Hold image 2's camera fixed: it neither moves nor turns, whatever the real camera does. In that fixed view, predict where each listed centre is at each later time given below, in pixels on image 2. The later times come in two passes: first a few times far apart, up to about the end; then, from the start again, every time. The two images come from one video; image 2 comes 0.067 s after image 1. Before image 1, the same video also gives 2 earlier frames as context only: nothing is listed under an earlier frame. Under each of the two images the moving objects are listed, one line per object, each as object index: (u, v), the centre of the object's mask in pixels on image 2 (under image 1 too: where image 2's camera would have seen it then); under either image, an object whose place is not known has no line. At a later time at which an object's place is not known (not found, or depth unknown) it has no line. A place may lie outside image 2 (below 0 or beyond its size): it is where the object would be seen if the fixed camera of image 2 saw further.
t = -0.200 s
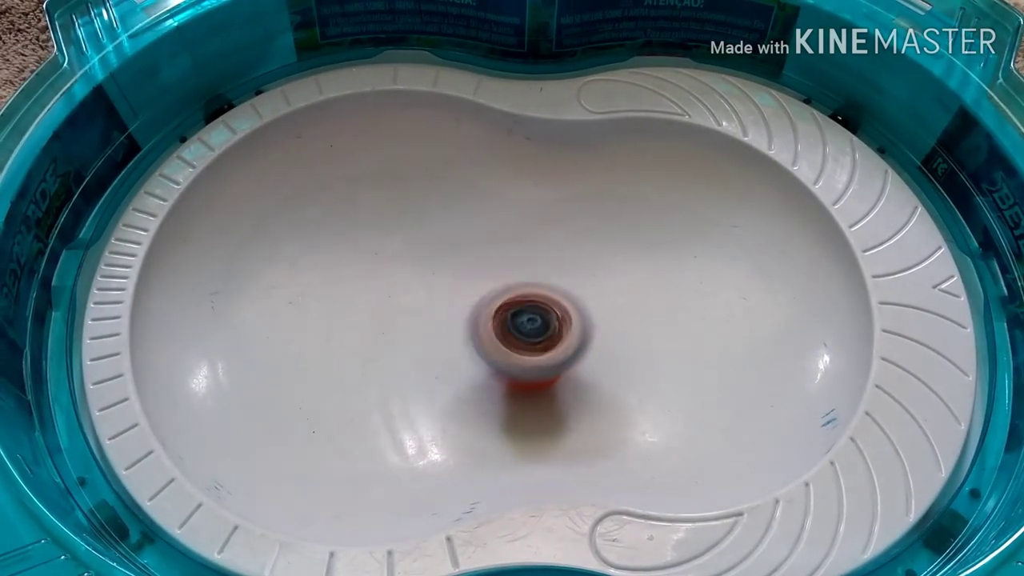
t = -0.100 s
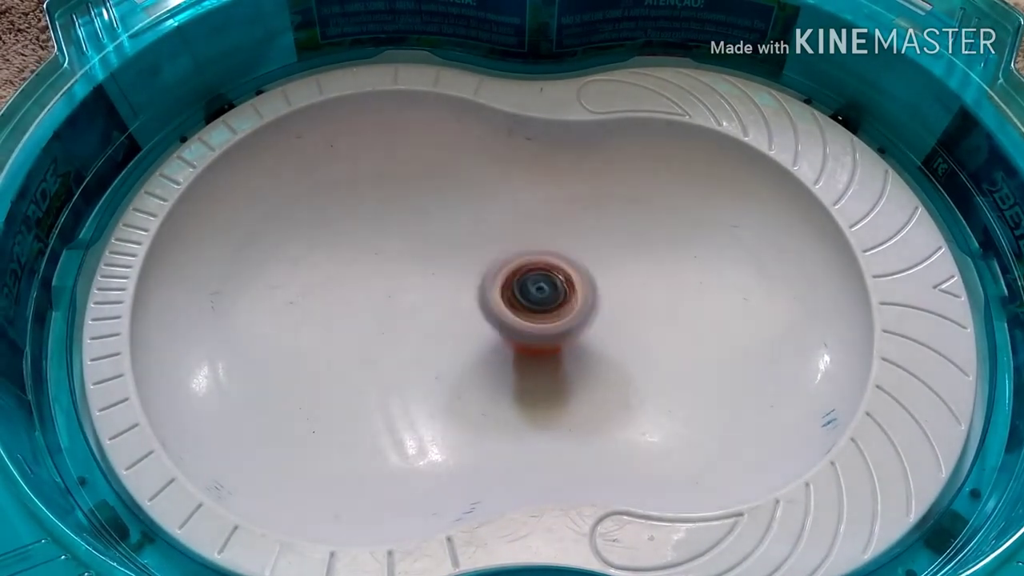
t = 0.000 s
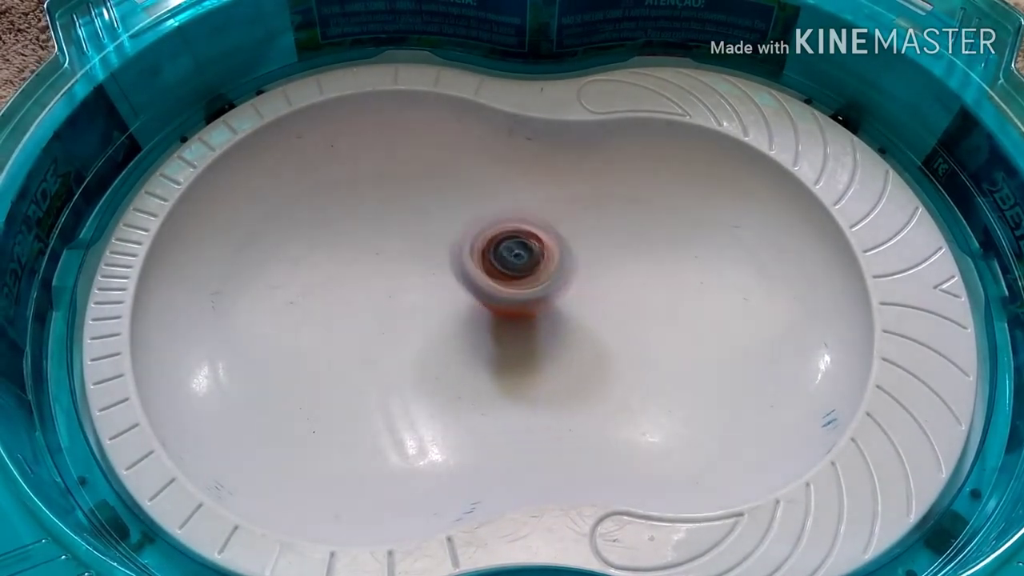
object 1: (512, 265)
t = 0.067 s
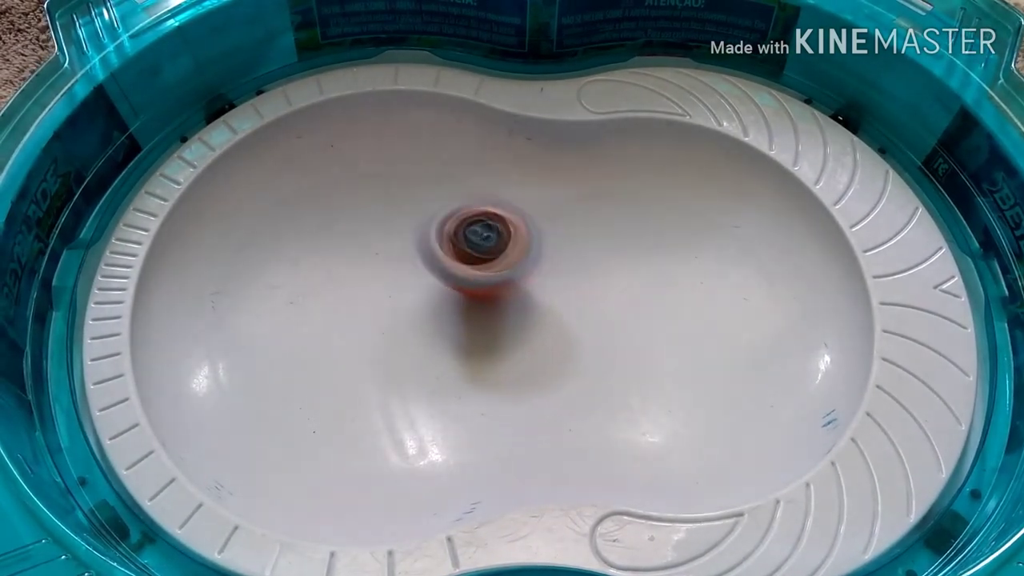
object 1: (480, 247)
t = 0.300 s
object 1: (322, 243)
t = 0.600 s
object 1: (346, 383)
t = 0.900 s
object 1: (491, 288)
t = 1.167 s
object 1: (400, 215)
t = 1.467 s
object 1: (310, 334)
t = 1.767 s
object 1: (464, 348)
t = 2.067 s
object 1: (470, 252)
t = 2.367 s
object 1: (312, 261)
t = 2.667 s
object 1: (379, 374)
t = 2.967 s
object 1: (481, 285)
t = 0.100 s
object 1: (458, 240)
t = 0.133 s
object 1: (435, 234)
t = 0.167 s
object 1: (411, 230)
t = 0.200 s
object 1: (388, 227)
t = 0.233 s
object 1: (365, 229)
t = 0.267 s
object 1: (340, 235)
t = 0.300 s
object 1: (322, 243)
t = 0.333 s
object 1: (306, 256)
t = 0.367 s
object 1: (293, 270)
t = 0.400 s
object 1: (284, 289)
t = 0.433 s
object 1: (280, 306)
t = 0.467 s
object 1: (282, 328)
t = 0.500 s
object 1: (288, 345)
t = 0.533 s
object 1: (302, 363)
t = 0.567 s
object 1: (321, 375)
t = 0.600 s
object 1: (346, 383)
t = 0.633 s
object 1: (374, 386)
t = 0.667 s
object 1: (396, 380)
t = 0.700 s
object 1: (416, 370)
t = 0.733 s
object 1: (437, 356)
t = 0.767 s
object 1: (457, 342)
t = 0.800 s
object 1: (473, 328)
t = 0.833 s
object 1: (484, 314)
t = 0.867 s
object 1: (489, 301)
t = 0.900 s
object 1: (491, 288)
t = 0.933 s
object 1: (492, 274)
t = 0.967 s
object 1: (490, 262)
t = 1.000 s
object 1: (483, 250)
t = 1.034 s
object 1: (472, 241)
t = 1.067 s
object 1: (456, 232)
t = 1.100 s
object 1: (438, 224)
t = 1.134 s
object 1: (418, 219)
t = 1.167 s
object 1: (400, 215)
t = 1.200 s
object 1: (382, 215)
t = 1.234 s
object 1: (364, 220)
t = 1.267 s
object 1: (345, 229)
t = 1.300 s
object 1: (330, 243)
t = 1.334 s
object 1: (319, 255)
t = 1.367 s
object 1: (309, 275)
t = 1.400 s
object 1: (304, 297)
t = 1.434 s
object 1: (305, 315)
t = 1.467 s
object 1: (310, 334)
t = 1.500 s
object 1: (319, 351)
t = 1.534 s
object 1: (334, 365)
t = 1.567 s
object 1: (352, 377)
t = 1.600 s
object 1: (372, 381)
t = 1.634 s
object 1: (391, 381)
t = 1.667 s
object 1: (409, 376)
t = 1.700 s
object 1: (429, 367)
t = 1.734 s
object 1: (445, 358)
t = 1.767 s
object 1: (464, 348)
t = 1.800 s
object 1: (479, 338)
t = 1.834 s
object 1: (489, 327)
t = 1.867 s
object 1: (496, 316)
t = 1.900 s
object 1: (497, 305)
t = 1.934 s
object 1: (497, 295)
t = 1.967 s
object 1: (495, 284)
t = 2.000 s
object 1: (490, 273)
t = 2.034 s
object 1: (482, 262)
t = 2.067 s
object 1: (470, 252)
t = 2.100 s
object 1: (456, 244)
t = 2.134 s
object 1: (441, 240)
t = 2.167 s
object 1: (421, 234)
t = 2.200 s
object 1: (401, 229)
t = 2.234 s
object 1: (380, 227)
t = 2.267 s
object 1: (365, 228)
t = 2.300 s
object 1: (346, 235)
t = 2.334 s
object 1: (328, 246)
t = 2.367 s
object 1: (312, 261)
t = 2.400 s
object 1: (301, 278)
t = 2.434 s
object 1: (296, 296)
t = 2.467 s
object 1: (295, 313)
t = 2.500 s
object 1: (300, 331)
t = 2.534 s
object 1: (309, 344)
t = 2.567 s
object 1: (321, 358)
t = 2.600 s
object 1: (339, 369)
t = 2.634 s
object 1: (359, 374)
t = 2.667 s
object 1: (379, 374)
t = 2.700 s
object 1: (400, 370)
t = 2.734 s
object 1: (419, 361)
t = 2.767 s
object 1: (441, 351)
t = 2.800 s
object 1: (454, 340)
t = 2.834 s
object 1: (466, 328)
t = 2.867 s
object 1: (475, 315)
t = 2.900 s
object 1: (478, 305)
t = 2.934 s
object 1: (481, 295)
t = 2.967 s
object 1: (481, 285)
